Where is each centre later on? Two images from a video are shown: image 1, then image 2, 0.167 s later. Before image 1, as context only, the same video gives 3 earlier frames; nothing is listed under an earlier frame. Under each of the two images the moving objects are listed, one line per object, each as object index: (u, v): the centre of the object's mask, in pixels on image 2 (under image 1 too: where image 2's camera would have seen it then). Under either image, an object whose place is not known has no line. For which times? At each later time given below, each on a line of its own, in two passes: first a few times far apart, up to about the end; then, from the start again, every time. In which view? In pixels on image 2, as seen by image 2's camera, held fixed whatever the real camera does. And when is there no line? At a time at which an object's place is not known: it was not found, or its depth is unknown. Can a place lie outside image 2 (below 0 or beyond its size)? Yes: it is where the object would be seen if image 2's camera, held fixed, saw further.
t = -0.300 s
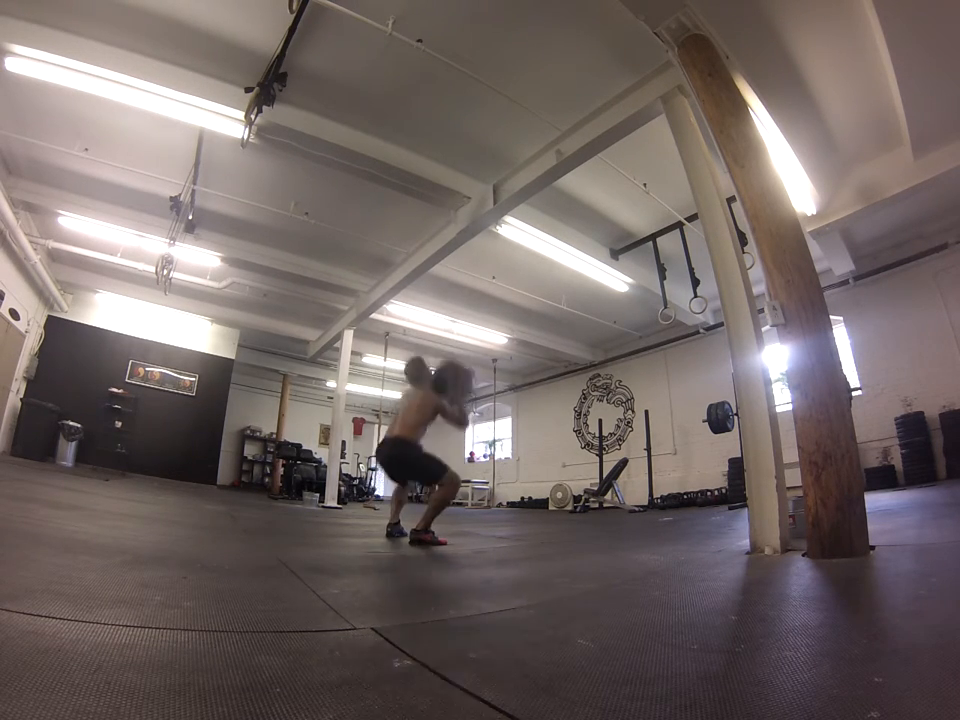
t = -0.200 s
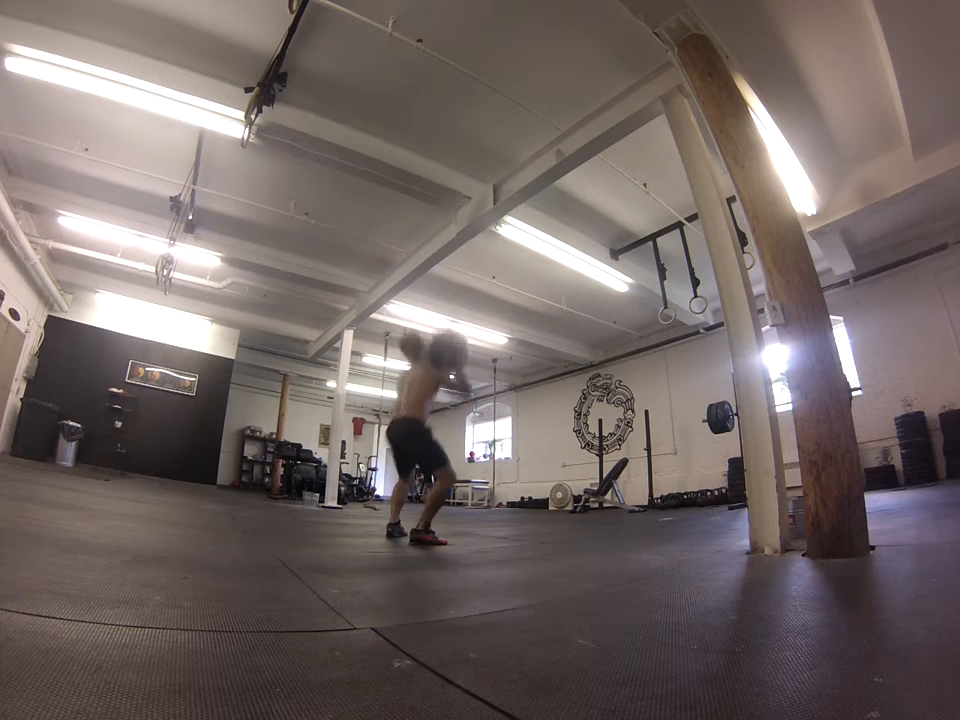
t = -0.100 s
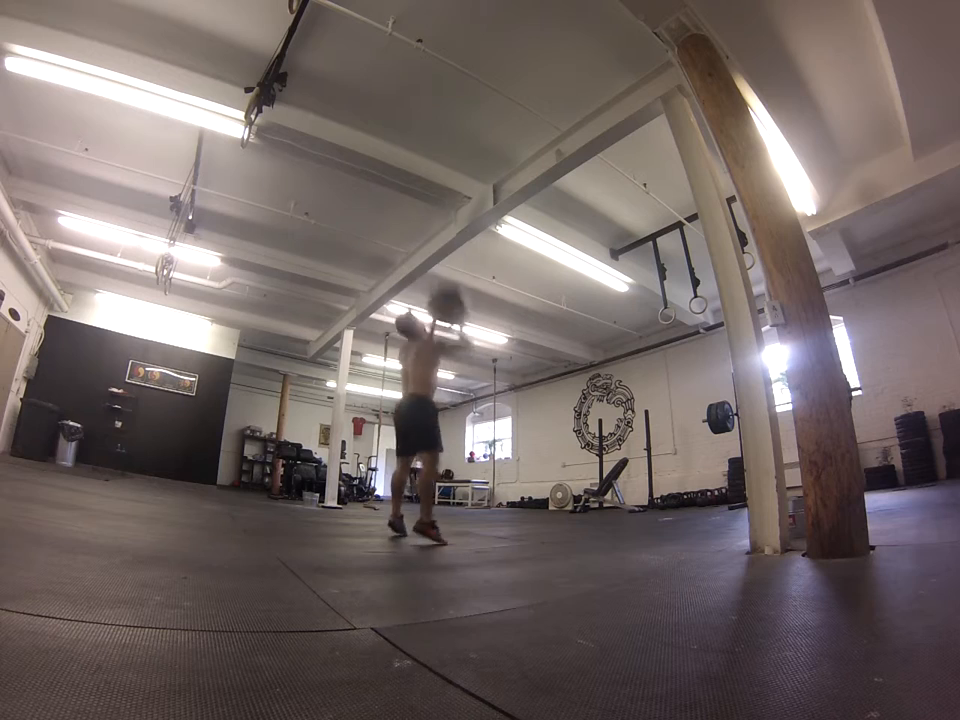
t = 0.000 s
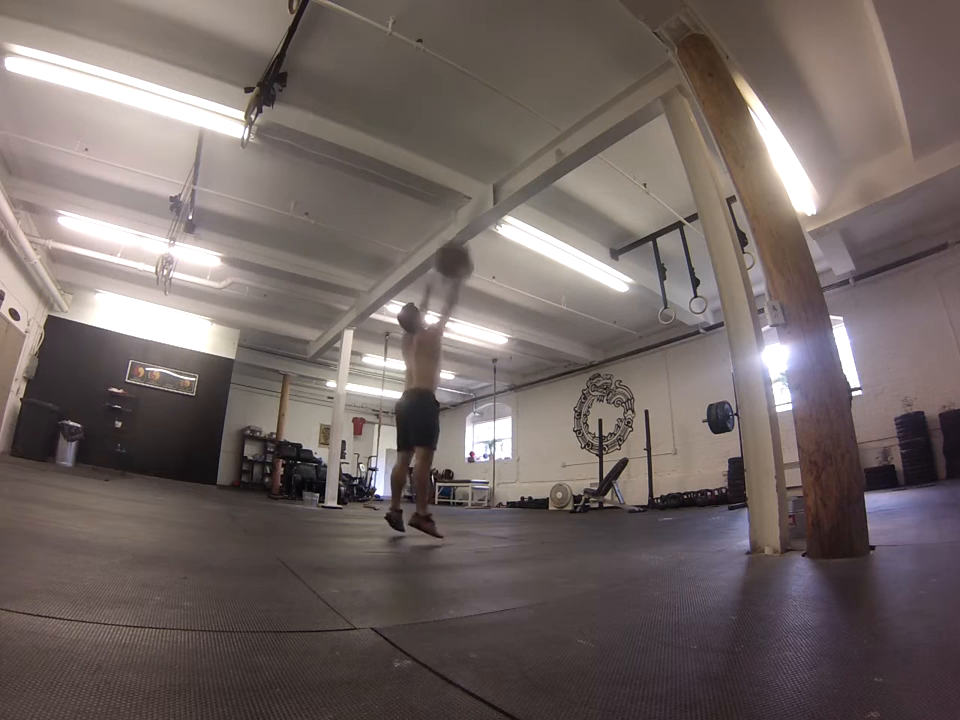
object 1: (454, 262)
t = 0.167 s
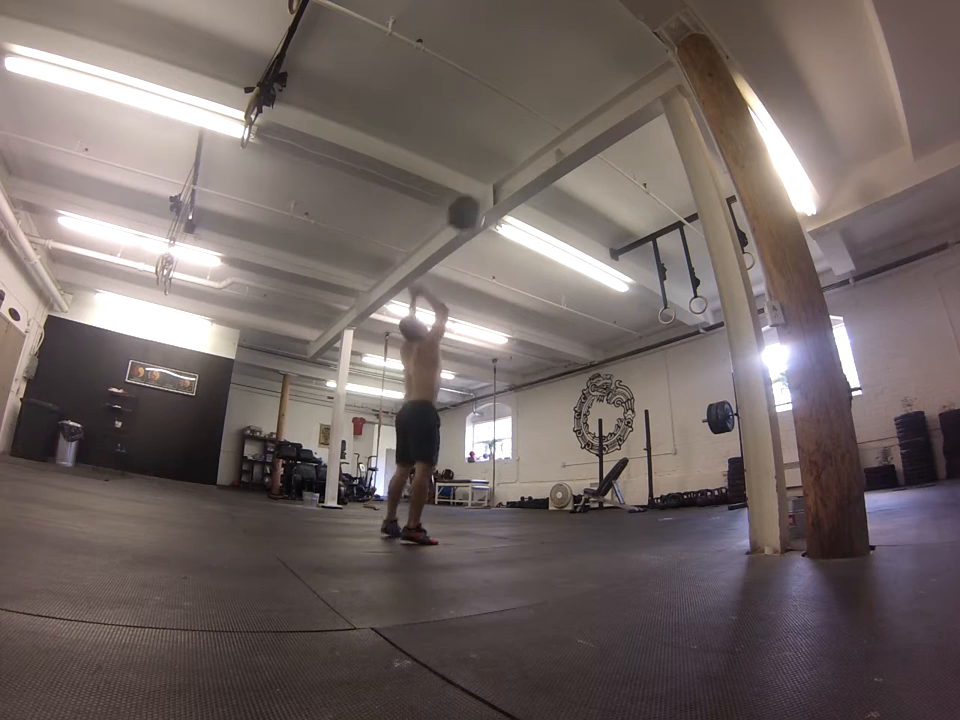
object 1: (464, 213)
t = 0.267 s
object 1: (470, 198)
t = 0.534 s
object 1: (463, 196)
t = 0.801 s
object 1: (451, 256)
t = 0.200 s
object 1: (465, 207)
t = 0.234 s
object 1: (468, 202)
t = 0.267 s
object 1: (470, 198)
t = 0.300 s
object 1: (470, 195)
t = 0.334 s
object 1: (469, 194)
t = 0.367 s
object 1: (470, 193)
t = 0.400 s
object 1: (469, 192)
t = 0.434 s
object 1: (468, 192)
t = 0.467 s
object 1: (467, 193)
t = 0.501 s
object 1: (465, 193)
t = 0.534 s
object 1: (463, 196)
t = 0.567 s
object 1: (462, 199)
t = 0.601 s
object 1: (460, 204)
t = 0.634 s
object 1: (459, 209)
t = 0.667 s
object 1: (458, 217)
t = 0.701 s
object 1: (457, 224)
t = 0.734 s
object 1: (455, 233)
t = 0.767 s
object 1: (453, 243)
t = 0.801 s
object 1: (451, 256)
